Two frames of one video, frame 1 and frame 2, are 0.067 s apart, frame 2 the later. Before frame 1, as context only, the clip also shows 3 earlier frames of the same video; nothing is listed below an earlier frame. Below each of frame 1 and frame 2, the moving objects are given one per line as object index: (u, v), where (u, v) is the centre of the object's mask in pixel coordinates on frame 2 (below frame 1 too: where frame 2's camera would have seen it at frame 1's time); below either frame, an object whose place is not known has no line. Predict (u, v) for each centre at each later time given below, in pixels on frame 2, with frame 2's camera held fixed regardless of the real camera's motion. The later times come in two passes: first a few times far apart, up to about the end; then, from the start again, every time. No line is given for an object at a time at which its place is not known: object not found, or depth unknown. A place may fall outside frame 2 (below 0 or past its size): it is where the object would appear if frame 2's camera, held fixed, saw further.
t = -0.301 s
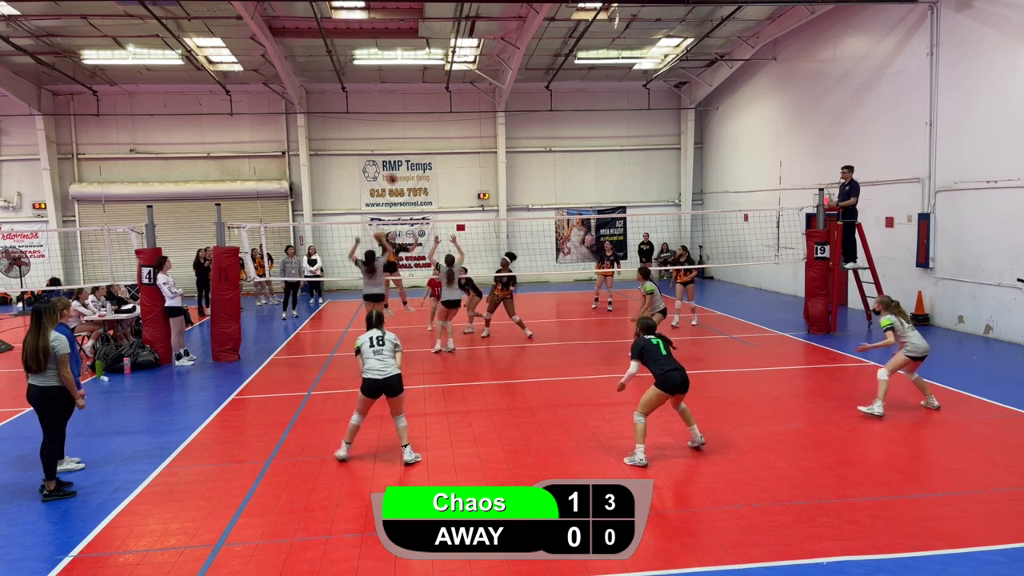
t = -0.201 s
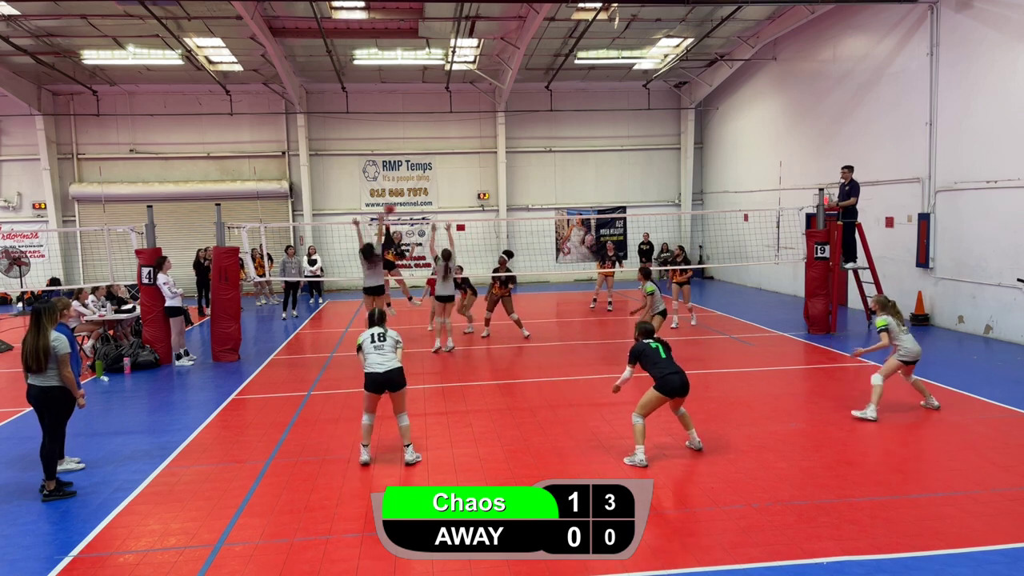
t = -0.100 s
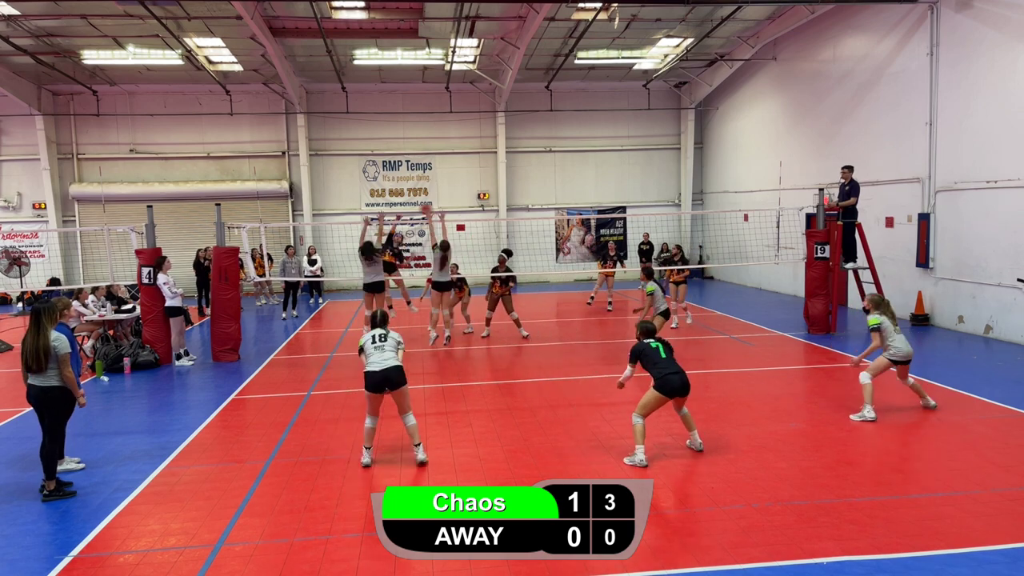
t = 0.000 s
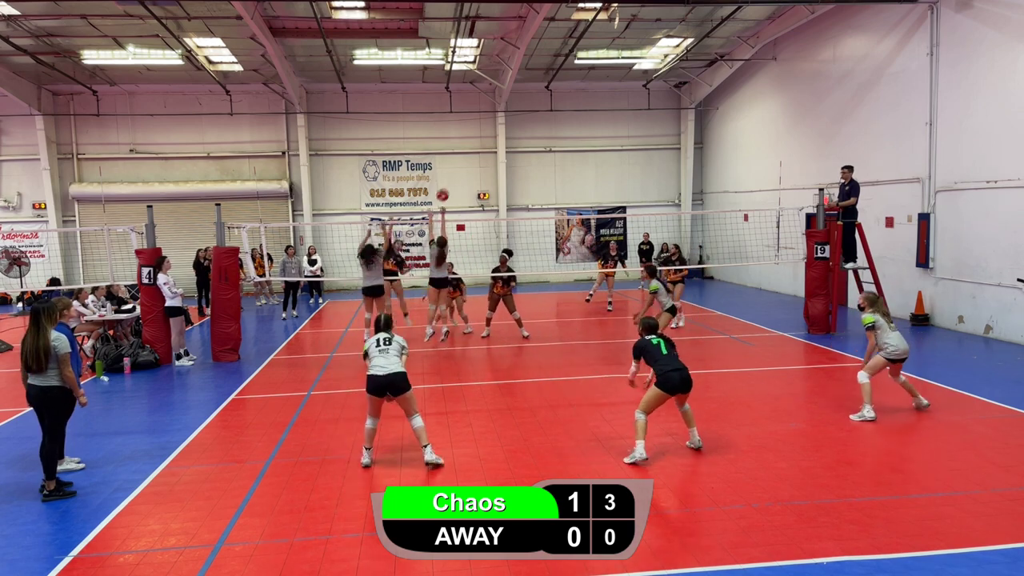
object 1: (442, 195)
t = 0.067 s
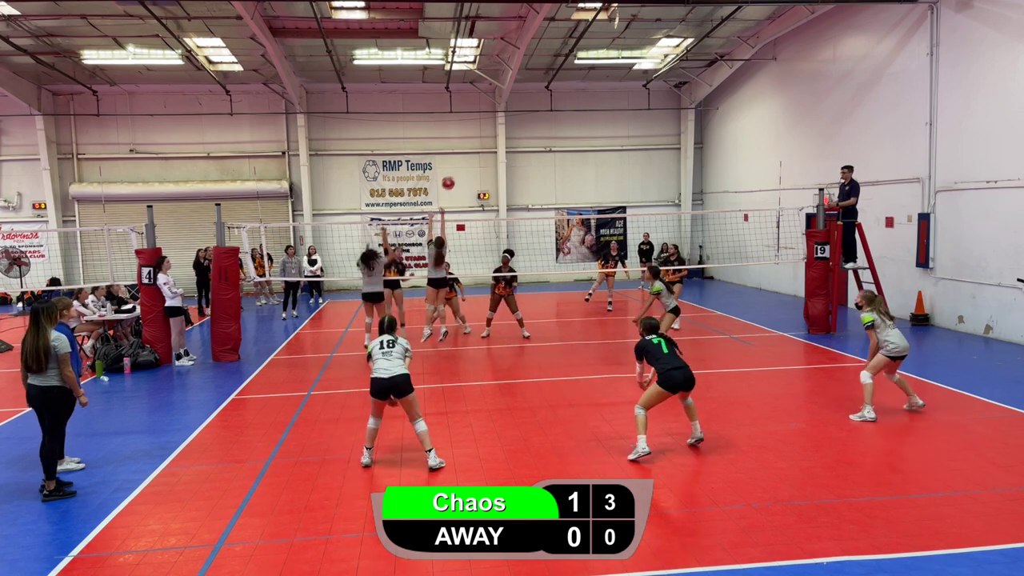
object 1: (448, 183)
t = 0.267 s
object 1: (467, 162)
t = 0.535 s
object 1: (504, 178)
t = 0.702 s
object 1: (533, 224)
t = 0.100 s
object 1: (451, 178)
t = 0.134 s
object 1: (454, 173)
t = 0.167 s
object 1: (457, 169)
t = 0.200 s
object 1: (460, 166)
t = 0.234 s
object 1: (464, 163)
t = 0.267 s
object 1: (467, 162)
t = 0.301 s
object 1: (471, 161)
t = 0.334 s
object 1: (475, 160)
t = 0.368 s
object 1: (480, 161)
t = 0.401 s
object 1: (484, 162)
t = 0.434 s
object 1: (489, 165)
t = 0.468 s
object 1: (493, 168)
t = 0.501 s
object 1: (498, 173)
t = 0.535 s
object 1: (504, 178)
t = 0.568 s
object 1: (509, 185)
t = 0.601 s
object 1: (515, 193)
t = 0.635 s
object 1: (520, 201)
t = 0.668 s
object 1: (527, 212)
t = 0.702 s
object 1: (533, 224)
